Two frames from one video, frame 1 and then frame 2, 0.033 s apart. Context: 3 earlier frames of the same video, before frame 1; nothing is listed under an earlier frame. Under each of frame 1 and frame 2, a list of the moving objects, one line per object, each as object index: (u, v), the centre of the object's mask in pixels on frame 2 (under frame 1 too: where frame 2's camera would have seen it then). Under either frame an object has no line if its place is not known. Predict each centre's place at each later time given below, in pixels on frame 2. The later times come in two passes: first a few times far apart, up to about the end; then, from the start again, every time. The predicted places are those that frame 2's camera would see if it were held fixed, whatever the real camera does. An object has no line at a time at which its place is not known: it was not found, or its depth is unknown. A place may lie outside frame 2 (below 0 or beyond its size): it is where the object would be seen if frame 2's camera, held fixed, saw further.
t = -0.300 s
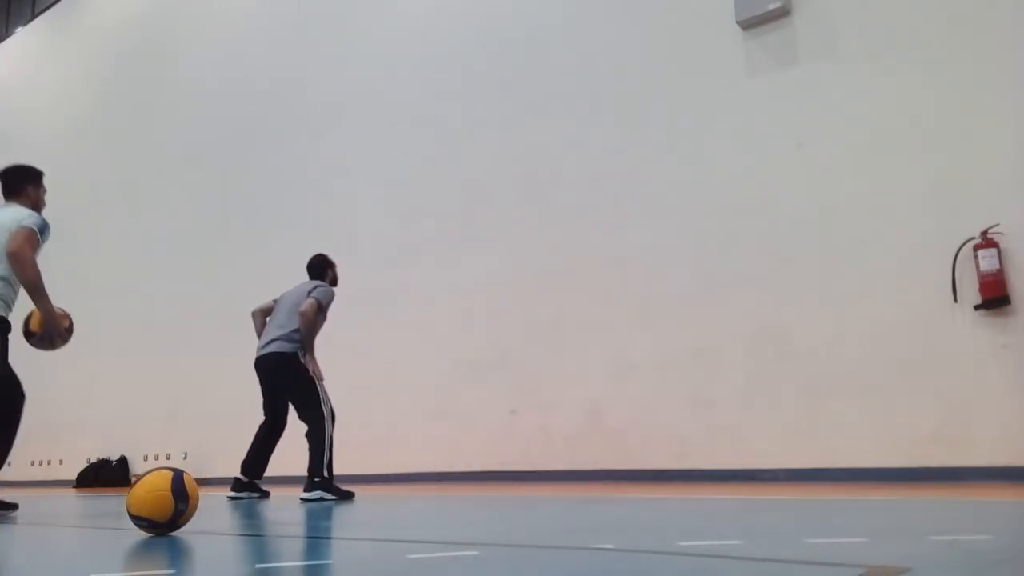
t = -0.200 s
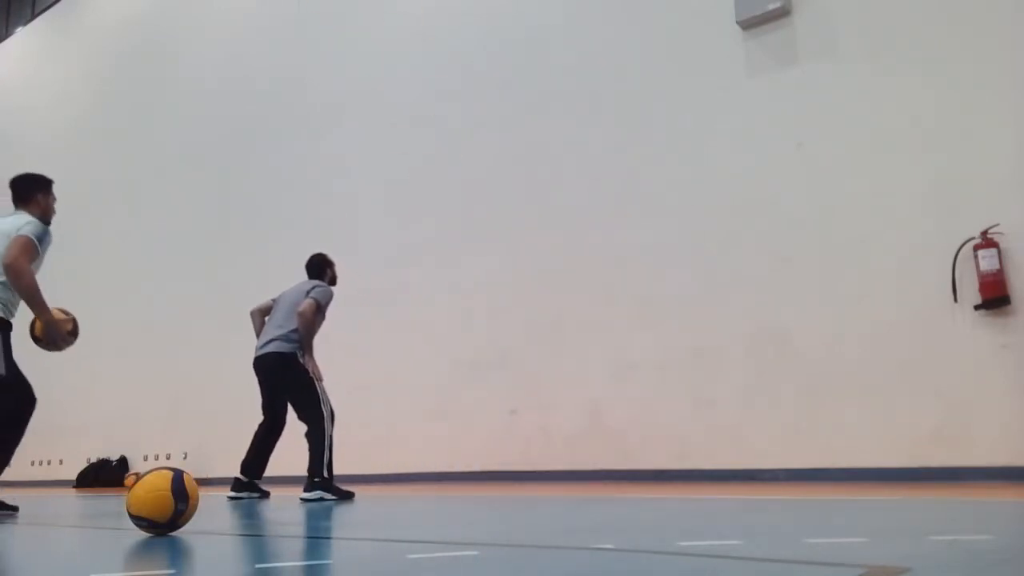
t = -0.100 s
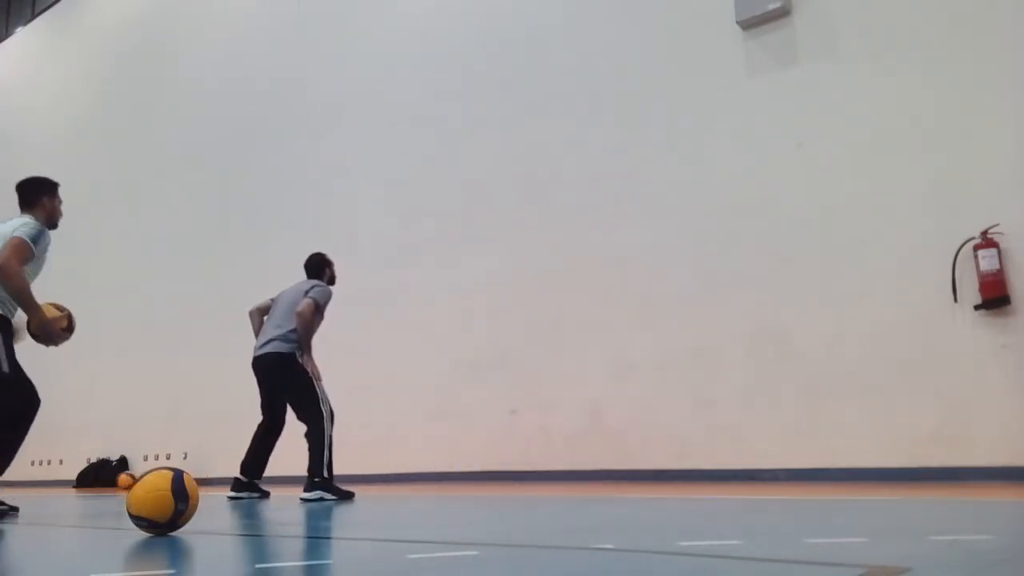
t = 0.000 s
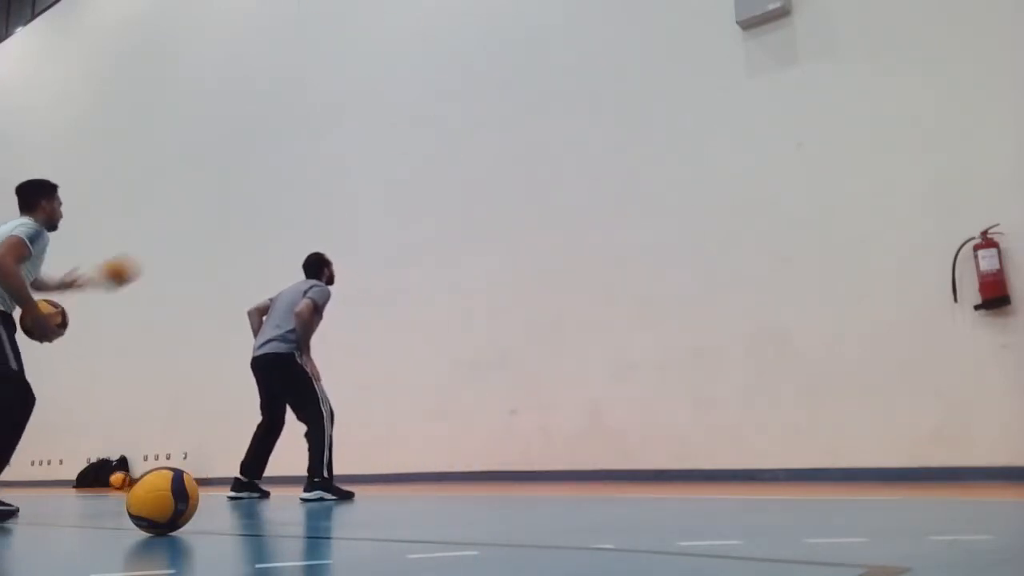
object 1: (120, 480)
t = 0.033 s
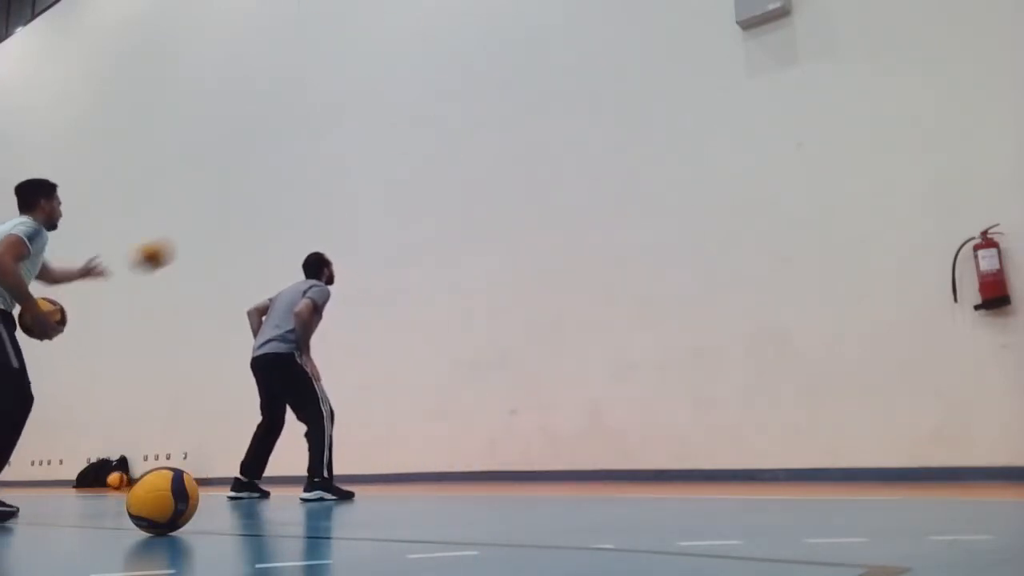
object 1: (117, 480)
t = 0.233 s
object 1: (102, 481)
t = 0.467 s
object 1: (85, 481)
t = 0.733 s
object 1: (66, 482)
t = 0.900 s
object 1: (53, 482)
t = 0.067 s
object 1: (114, 480)
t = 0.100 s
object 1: (112, 480)
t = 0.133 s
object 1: (109, 480)
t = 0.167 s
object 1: (107, 480)
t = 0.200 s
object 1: (104, 481)
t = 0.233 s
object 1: (102, 481)
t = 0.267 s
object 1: (99, 481)
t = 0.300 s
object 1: (97, 481)
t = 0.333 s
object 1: (95, 481)
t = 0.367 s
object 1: (92, 481)
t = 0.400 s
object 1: (89, 481)
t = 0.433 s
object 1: (87, 481)
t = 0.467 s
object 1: (85, 481)
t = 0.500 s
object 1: (83, 481)
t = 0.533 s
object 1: (81, 482)
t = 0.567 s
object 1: (78, 482)
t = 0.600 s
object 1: (76, 481)
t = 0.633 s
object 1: (74, 481)
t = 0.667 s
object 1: (71, 481)
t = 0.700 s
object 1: (68, 482)
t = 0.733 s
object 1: (66, 482)
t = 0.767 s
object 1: (64, 482)
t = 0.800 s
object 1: (61, 482)
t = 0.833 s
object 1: (58, 482)
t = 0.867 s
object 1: (55, 482)
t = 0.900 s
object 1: (53, 482)
